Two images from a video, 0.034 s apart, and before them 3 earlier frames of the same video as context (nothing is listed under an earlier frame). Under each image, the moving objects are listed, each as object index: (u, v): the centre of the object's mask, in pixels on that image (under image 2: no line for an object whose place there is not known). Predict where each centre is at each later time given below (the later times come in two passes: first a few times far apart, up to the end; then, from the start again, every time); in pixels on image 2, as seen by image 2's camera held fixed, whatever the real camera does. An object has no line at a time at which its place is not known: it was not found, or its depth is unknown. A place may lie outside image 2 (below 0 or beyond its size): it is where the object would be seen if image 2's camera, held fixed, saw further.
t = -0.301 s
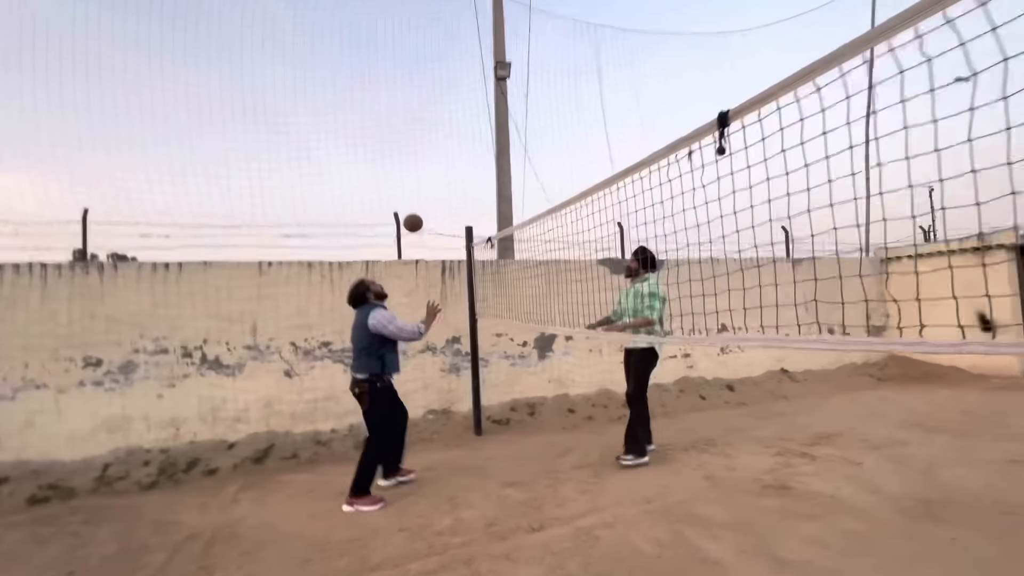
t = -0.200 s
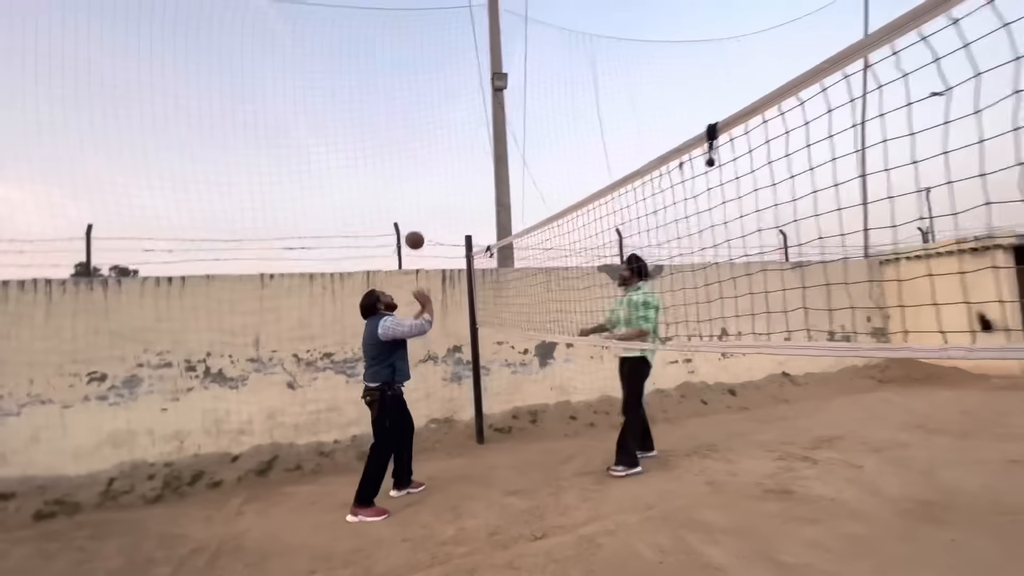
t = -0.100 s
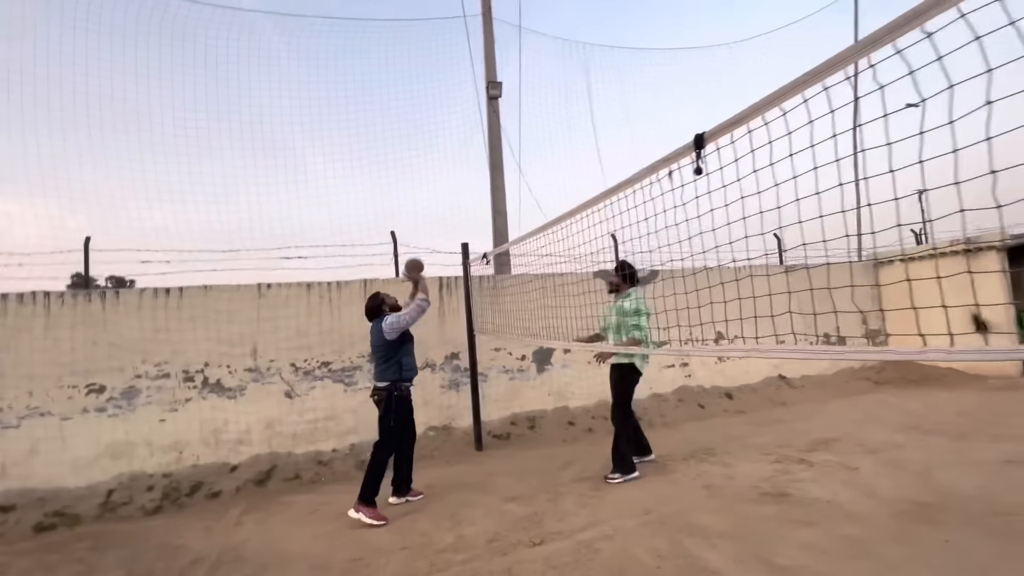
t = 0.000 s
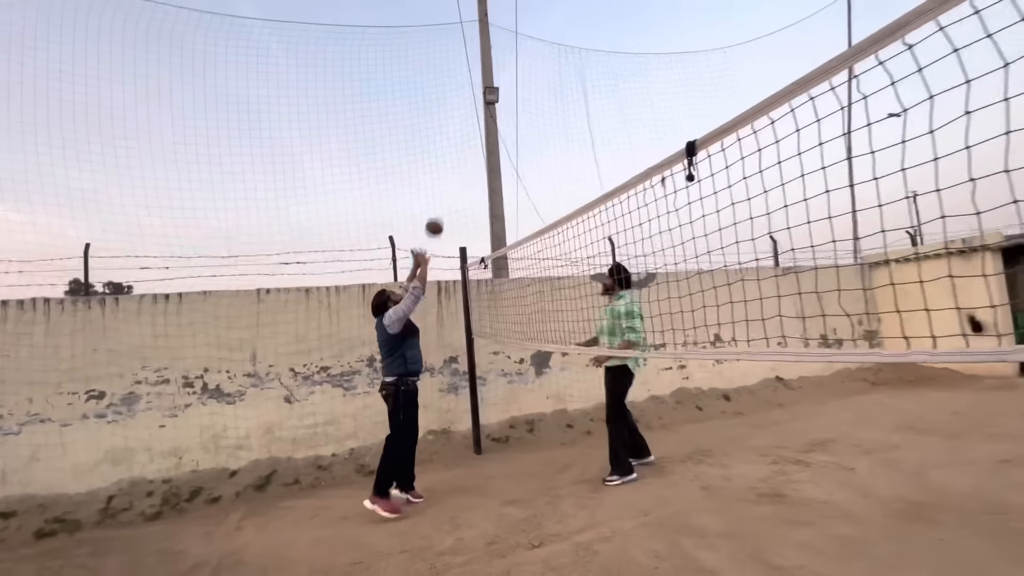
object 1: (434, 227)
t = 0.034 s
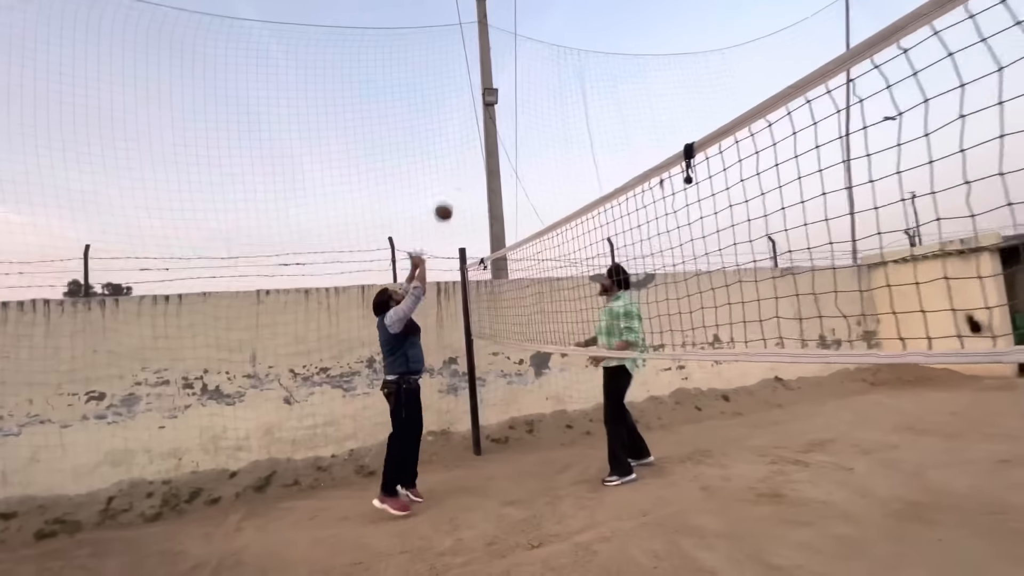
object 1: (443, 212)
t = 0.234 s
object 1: (500, 145)
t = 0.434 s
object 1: (555, 122)
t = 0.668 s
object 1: (617, 140)
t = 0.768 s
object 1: (643, 162)
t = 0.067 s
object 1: (453, 198)
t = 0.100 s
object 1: (463, 184)
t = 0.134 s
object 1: (472, 172)
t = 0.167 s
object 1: (481, 162)
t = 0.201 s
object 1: (491, 153)
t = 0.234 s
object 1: (500, 145)
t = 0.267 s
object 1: (509, 138)
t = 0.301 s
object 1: (519, 133)
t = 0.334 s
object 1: (528, 129)
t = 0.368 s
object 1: (537, 125)
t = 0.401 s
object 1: (546, 123)
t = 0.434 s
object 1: (555, 122)
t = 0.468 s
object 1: (564, 122)
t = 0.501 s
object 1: (573, 123)
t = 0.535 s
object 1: (581, 125)
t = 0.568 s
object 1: (590, 127)
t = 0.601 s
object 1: (599, 131)
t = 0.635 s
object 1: (608, 135)
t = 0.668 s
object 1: (617, 140)
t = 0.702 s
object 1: (626, 147)
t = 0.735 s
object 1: (634, 154)
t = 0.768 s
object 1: (643, 162)
